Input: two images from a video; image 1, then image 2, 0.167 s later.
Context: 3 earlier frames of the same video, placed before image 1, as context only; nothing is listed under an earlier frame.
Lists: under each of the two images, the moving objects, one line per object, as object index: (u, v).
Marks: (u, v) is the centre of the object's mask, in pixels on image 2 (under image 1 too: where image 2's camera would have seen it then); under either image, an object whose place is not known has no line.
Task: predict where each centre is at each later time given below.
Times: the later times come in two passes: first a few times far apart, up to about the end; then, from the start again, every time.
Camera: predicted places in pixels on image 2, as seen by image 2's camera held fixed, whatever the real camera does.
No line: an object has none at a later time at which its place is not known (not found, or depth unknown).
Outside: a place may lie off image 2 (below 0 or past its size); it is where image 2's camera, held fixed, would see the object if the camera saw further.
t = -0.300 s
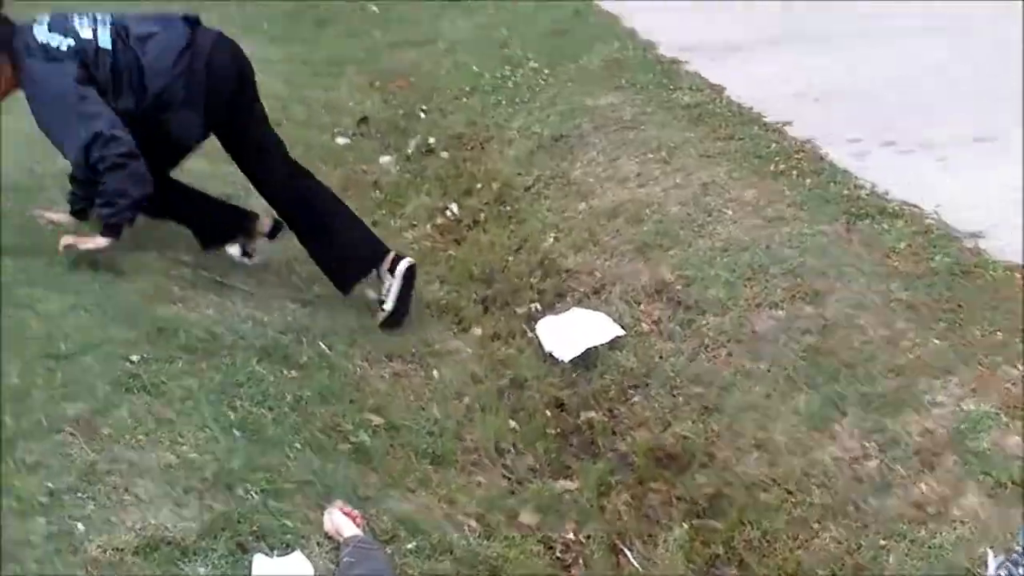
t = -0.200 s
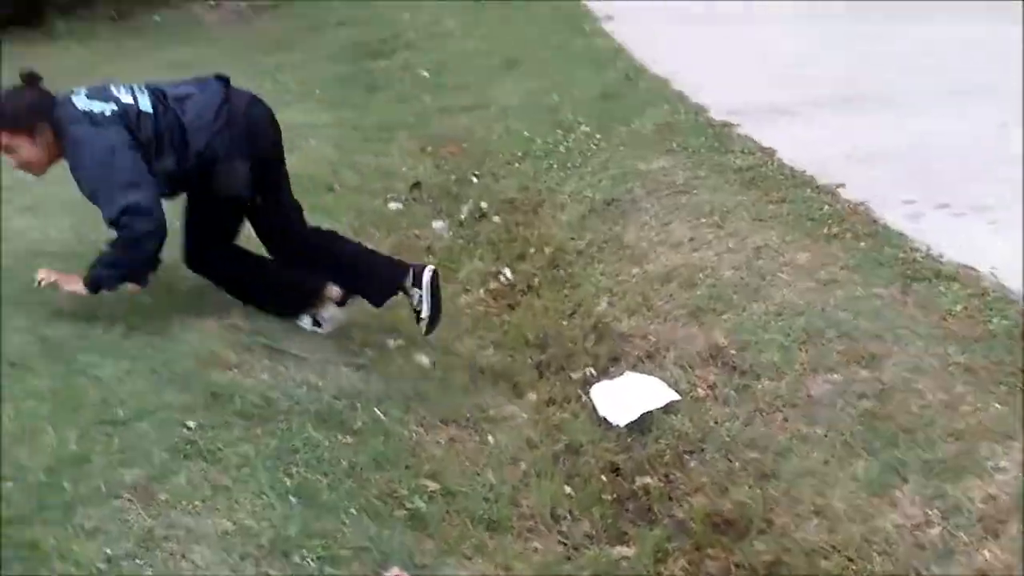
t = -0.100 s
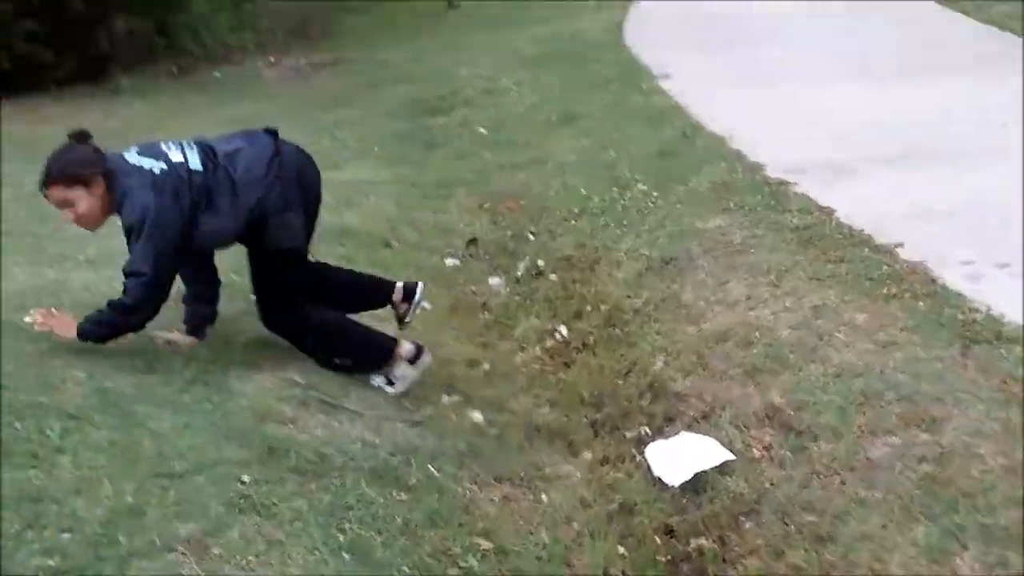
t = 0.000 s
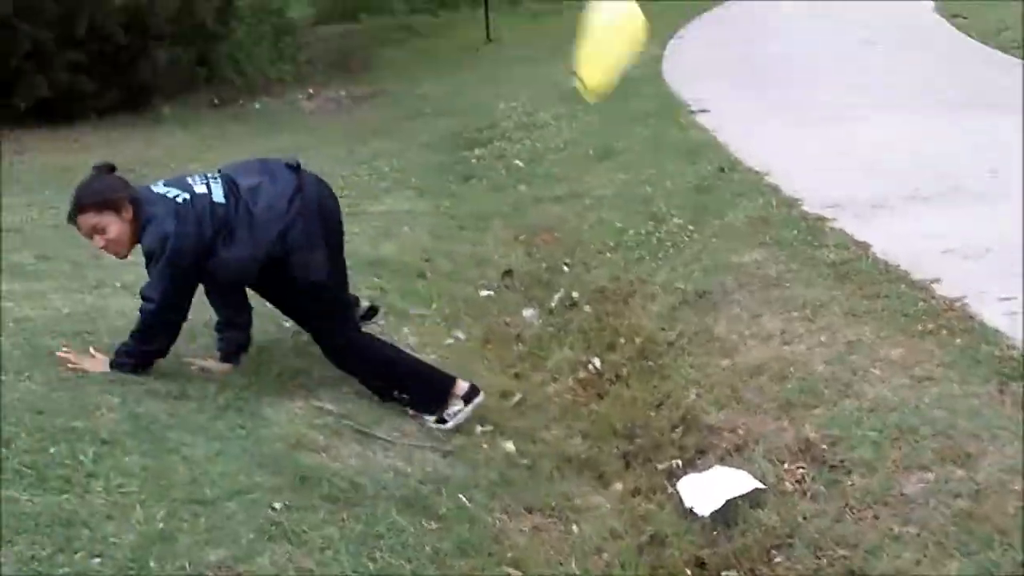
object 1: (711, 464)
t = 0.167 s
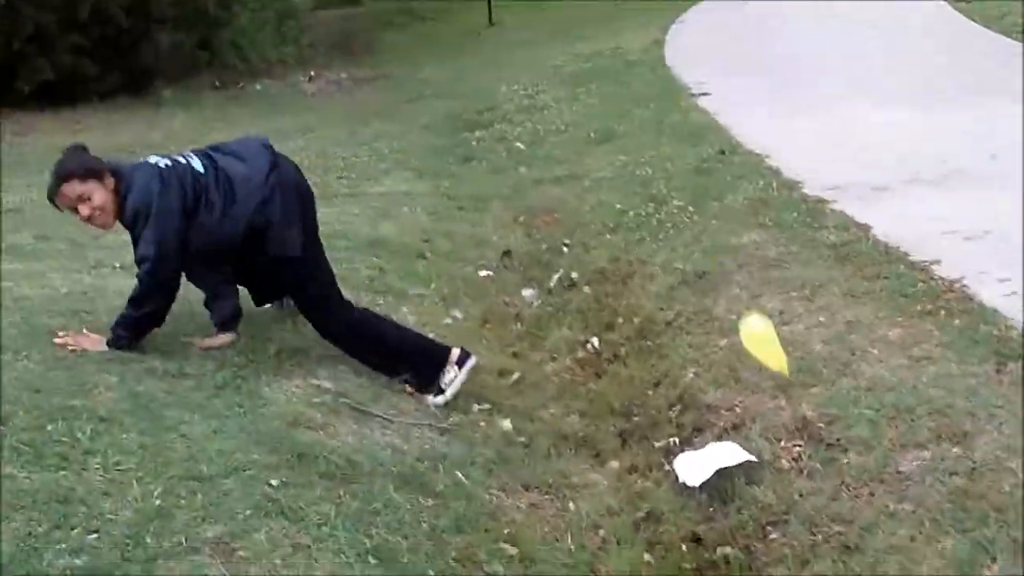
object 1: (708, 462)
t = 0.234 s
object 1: (706, 461)
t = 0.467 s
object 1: (683, 466)
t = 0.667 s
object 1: (670, 460)
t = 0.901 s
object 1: (651, 462)
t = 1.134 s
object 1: (640, 462)
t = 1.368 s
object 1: (641, 462)
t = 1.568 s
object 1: (641, 462)
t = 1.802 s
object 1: (642, 462)
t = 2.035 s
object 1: (642, 462)
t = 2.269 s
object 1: (643, 462)
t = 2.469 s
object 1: (647, 461)
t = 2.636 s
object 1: (658, 466)
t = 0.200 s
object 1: (708, 461)
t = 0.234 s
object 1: (706, 461)
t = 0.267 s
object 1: (704, 461)
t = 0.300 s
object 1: (701, 461)
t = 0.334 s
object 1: (698, 462)
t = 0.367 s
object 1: (694, 463)
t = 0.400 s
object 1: (691, 464)
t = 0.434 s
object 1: (687, 466)
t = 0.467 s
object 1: (683, 466)
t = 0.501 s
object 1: (682, 467)
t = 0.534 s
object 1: (680, 466)
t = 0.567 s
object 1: (677, 465)
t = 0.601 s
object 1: (675, 463)
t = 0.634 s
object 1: (672, 461)
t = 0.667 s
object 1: (670, 460)
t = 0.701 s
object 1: (667, 458)
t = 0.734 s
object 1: (664, 456)
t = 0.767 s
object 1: (662, 456)
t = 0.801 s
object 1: (659, 457)
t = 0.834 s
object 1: (656, 460)
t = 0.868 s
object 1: (653, 462)
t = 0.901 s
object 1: (651, 462)
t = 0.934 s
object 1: (649, 462)
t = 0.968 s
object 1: (647, 462)
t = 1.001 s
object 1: (645, 461)
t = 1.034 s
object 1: (644, 461)
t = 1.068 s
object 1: (643, 461)
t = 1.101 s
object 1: (641, 461)
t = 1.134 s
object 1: (640, 462)
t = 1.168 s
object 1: (641, 462)
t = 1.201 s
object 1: (642, 462)
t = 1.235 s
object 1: (642, 462)
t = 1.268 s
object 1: (642, 462)
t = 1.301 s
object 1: (642, 462)
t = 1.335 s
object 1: (642, 462)
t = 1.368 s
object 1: (641, 462)
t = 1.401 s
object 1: (642, 461)
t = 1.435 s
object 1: (642, 461)
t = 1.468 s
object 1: (642, 461)
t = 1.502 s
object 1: (642, 462)
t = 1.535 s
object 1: (642, 462)
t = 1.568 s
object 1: (641, 462)
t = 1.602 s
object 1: (641, 462)
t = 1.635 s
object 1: (642, 462)
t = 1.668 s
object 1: (642, 462)
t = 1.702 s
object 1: (642, 462)
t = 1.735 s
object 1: (641, 462)
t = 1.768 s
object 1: (642, 462)
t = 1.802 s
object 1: (642, 462)
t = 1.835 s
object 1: (642, 462)
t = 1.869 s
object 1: (642, 463)
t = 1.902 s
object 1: (642, 462)
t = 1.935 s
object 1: (642, 461)
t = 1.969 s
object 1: (642, 461)
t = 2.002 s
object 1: (642, 461)
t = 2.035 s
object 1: (642, 462)
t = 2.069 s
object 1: (642, 462)
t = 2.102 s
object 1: (642, 462)
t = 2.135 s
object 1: (642, 463)
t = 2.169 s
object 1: (642, 463)
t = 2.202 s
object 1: (642, 462)
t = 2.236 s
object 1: (643, 462)
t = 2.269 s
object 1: (643, 462)
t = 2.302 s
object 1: (643, 462)
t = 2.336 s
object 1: (644, 461)
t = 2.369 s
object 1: (644, 461)
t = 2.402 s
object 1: (645, 461)
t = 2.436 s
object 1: (663, 465)
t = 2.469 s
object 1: (647, 461)
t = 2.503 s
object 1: (649, 463)
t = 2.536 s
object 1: (652, 464)
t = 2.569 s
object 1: (654, 466)
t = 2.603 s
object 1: (656, 466)
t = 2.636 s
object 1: (658, 466)
